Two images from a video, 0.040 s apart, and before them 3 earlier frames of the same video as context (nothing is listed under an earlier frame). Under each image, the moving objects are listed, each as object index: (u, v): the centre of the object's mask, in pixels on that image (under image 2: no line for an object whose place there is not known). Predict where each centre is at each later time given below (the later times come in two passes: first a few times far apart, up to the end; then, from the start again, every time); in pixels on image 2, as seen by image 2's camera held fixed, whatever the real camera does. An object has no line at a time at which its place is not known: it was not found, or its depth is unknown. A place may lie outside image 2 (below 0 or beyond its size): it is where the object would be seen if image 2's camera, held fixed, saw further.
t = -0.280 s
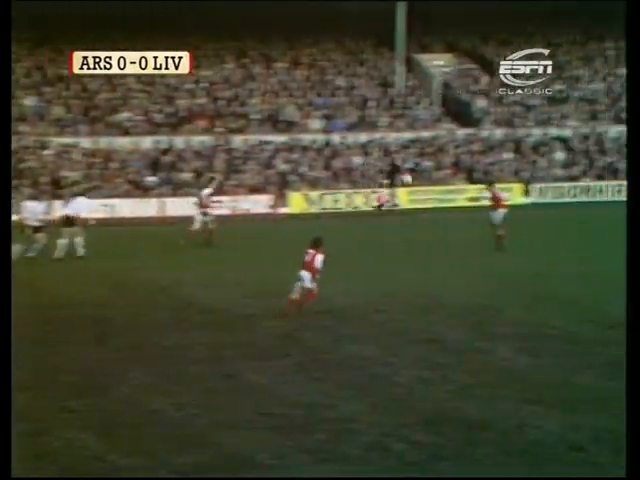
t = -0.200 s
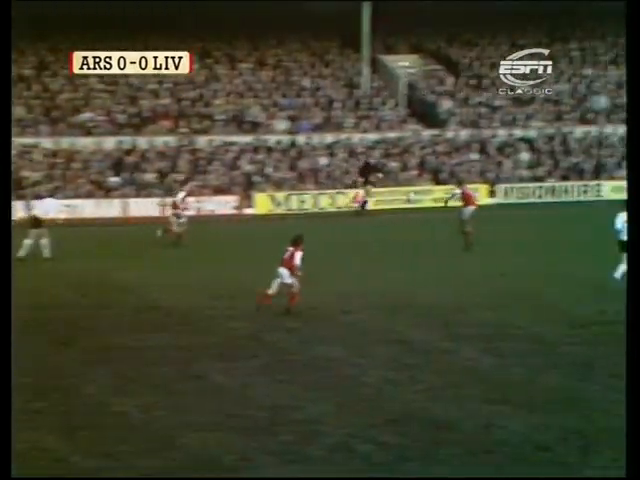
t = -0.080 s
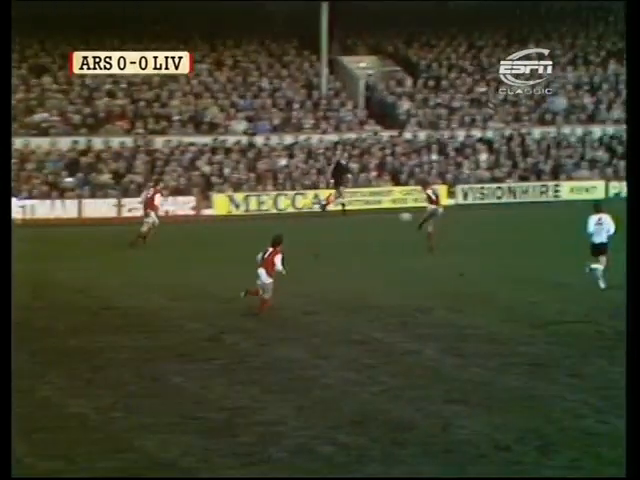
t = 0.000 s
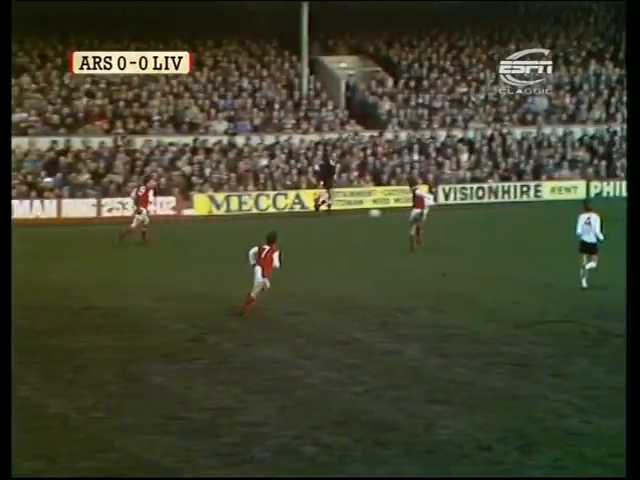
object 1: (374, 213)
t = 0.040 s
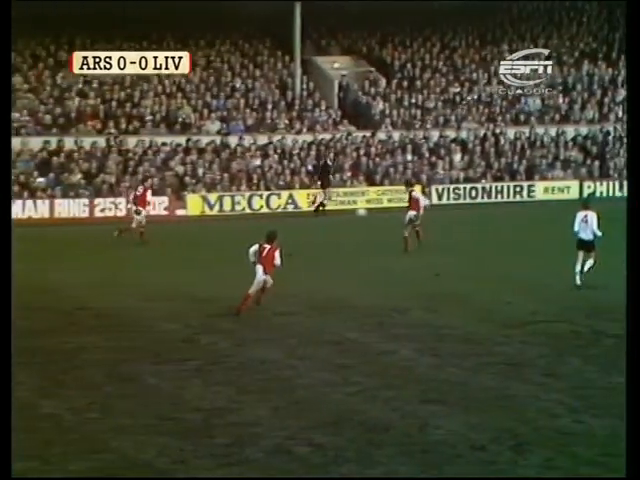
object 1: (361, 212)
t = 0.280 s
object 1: (325, 220)
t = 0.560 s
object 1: (290, 236)
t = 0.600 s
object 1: (287, 234)
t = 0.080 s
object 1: (355, 212)
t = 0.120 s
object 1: (349, 212)
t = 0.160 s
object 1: (343, 213)
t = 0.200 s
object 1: (337, 214)
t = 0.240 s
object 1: (331, 217)
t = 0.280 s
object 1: (325, 220)
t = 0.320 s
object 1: (318, 223)
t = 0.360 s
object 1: (312, 228)
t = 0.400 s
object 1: (306, 233)
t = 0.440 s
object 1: (300, 239)
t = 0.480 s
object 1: (295, 240)
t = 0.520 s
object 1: (293, 238)
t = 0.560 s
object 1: (290, 236)
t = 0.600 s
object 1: (287, 234)
